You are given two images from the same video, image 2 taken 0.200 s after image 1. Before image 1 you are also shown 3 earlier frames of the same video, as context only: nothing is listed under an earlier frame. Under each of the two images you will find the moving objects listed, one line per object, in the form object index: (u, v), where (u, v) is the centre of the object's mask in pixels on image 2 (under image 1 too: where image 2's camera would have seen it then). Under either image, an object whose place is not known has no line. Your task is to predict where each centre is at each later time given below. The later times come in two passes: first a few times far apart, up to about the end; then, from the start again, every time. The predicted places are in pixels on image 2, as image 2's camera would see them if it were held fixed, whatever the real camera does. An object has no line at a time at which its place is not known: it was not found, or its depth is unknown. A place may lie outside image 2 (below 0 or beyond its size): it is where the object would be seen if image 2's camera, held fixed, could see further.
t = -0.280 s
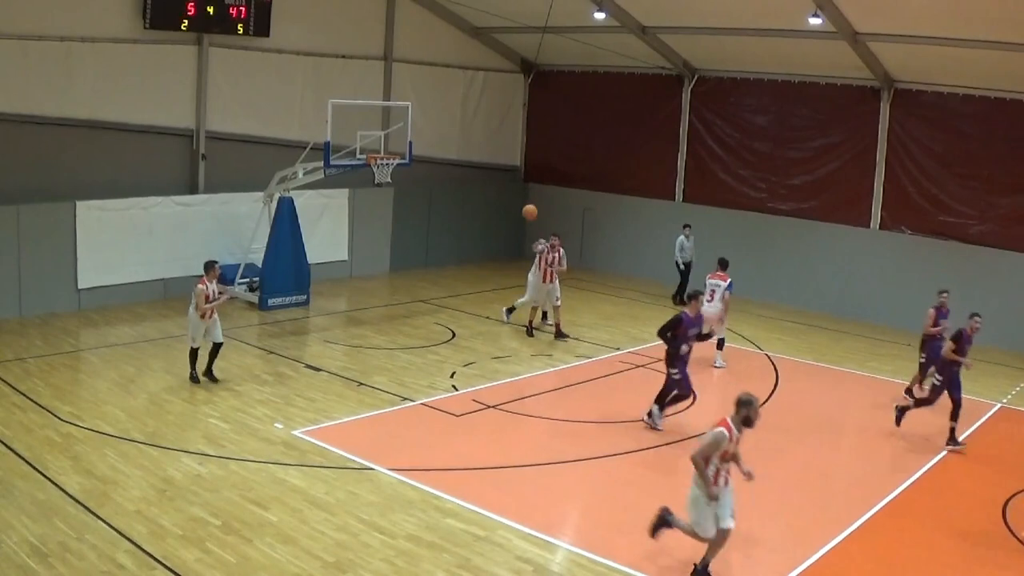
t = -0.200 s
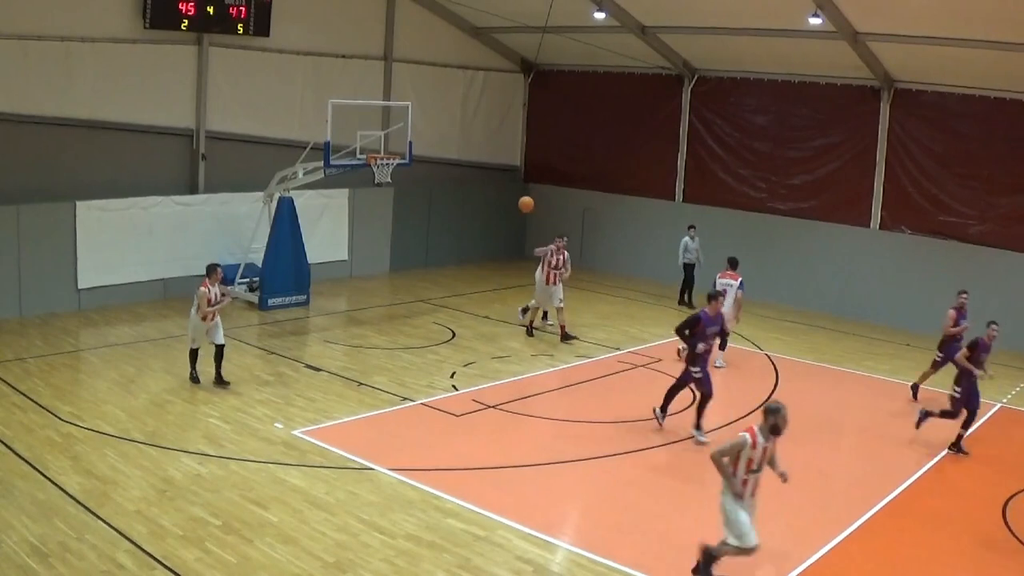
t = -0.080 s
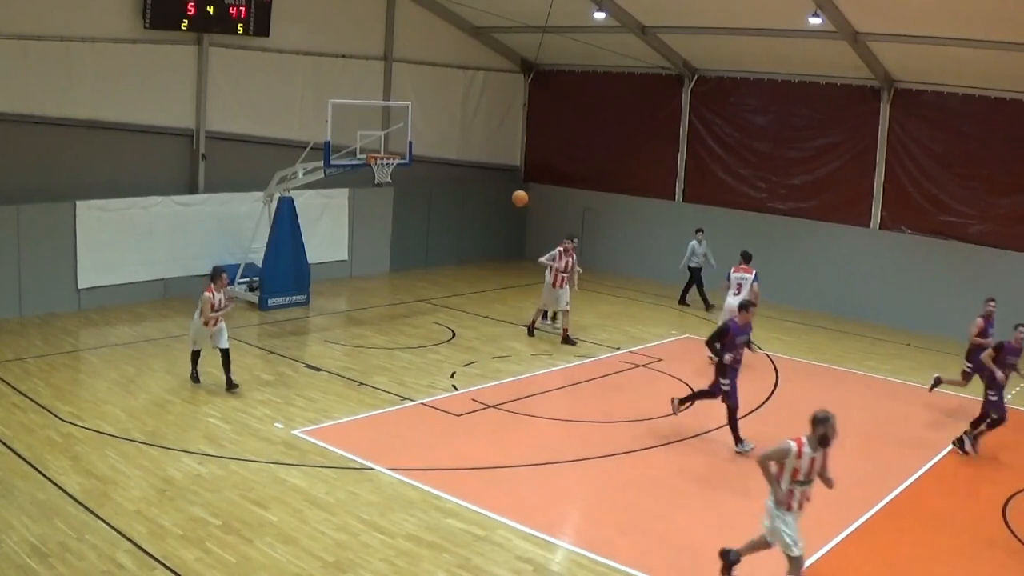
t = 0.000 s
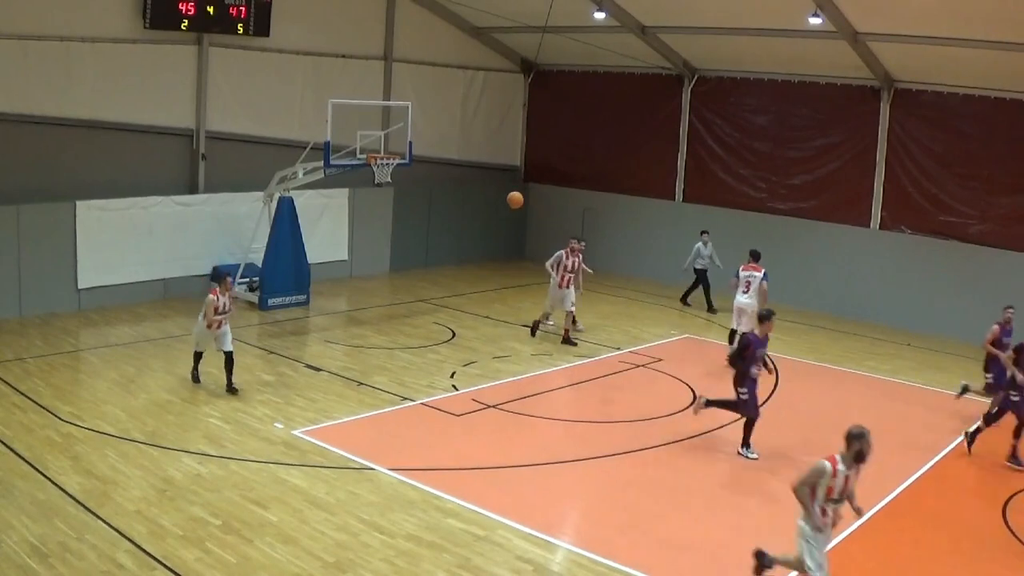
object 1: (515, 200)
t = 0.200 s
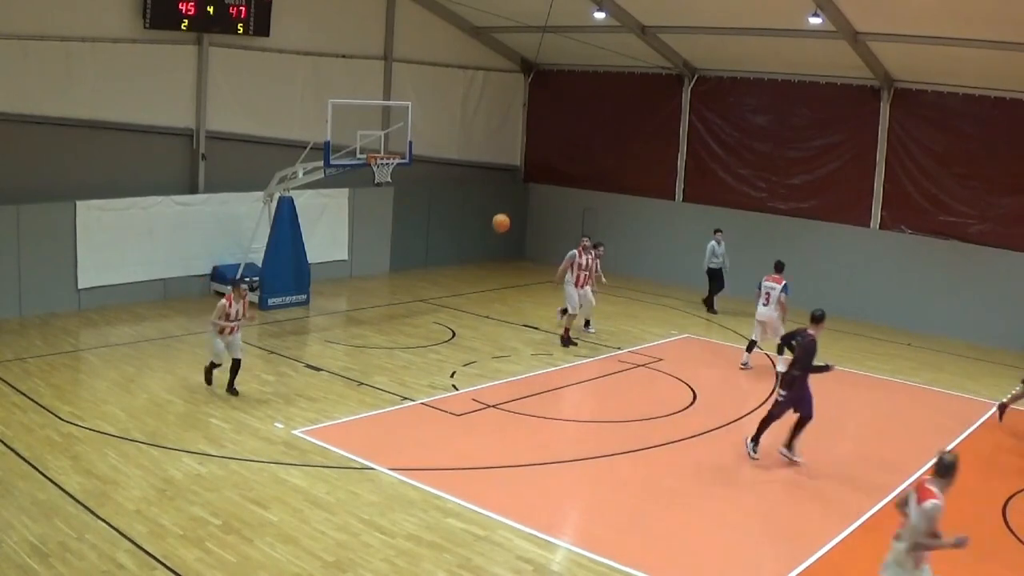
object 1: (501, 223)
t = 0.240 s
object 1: (497, 231)
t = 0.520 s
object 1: (470, 334)
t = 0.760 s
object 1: (448, 425)
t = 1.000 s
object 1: (443, 352)
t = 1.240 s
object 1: (435, 322)
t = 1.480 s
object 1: (425, 346)
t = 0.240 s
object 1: (497, 231)
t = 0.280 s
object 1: (494, 241)
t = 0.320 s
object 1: (490, 253)
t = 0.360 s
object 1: (487, 265)
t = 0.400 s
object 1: (483, 280)
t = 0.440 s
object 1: (478, 296)
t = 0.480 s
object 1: (475, 314)
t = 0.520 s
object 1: (470, 334)
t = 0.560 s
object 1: (466, 356)
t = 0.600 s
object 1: (462, 379)
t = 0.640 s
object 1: (456, 403)
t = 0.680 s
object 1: (452, 431)
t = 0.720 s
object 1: (449, 442)
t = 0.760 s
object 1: (448, 425)
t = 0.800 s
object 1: (447, 410)
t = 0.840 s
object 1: (446, 396)
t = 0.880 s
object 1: (445, 383)
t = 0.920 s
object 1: (444, 371)
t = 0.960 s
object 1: (444, 361)
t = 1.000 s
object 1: (443, 352)
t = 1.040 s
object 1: (442, 343)
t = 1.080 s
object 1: (441, 336)
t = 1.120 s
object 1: (440, 331)
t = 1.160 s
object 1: (438, 326)
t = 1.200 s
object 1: (437, 324)
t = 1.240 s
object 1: (435, 322)
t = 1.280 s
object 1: (433, 322)
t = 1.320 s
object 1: (432, 324)
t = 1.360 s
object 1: (430, 327)
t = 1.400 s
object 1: (429, 332)
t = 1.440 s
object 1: (427, 339)
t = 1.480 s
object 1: (425, 346)
